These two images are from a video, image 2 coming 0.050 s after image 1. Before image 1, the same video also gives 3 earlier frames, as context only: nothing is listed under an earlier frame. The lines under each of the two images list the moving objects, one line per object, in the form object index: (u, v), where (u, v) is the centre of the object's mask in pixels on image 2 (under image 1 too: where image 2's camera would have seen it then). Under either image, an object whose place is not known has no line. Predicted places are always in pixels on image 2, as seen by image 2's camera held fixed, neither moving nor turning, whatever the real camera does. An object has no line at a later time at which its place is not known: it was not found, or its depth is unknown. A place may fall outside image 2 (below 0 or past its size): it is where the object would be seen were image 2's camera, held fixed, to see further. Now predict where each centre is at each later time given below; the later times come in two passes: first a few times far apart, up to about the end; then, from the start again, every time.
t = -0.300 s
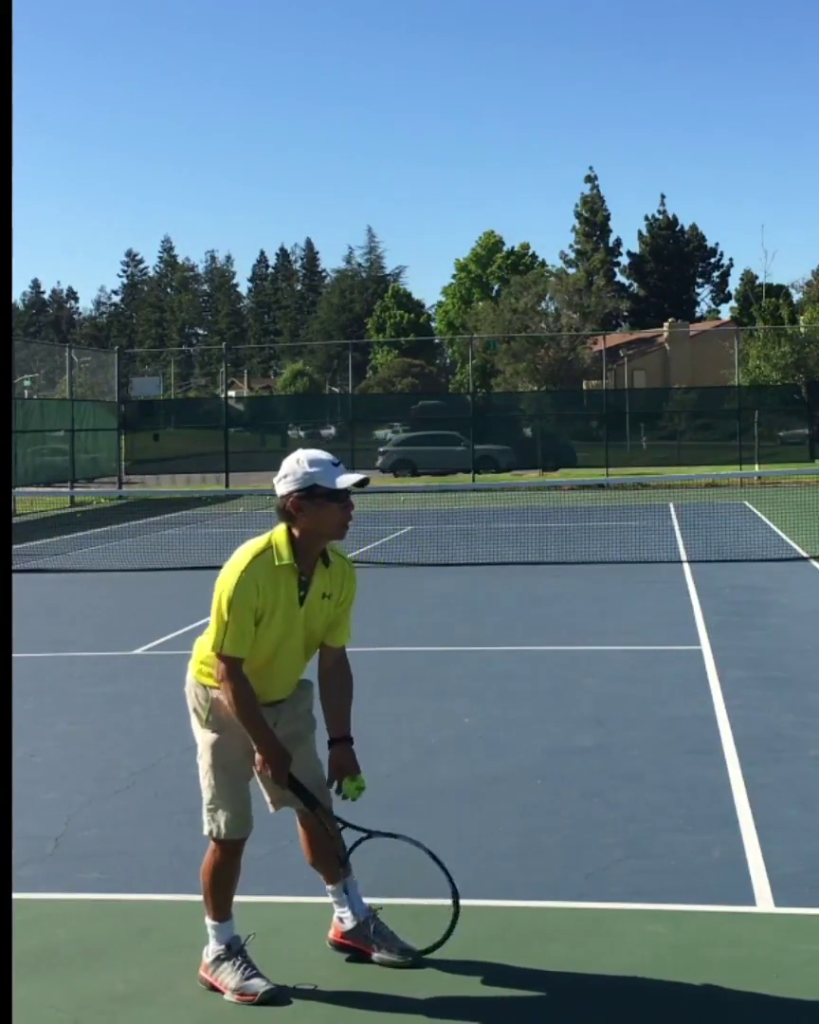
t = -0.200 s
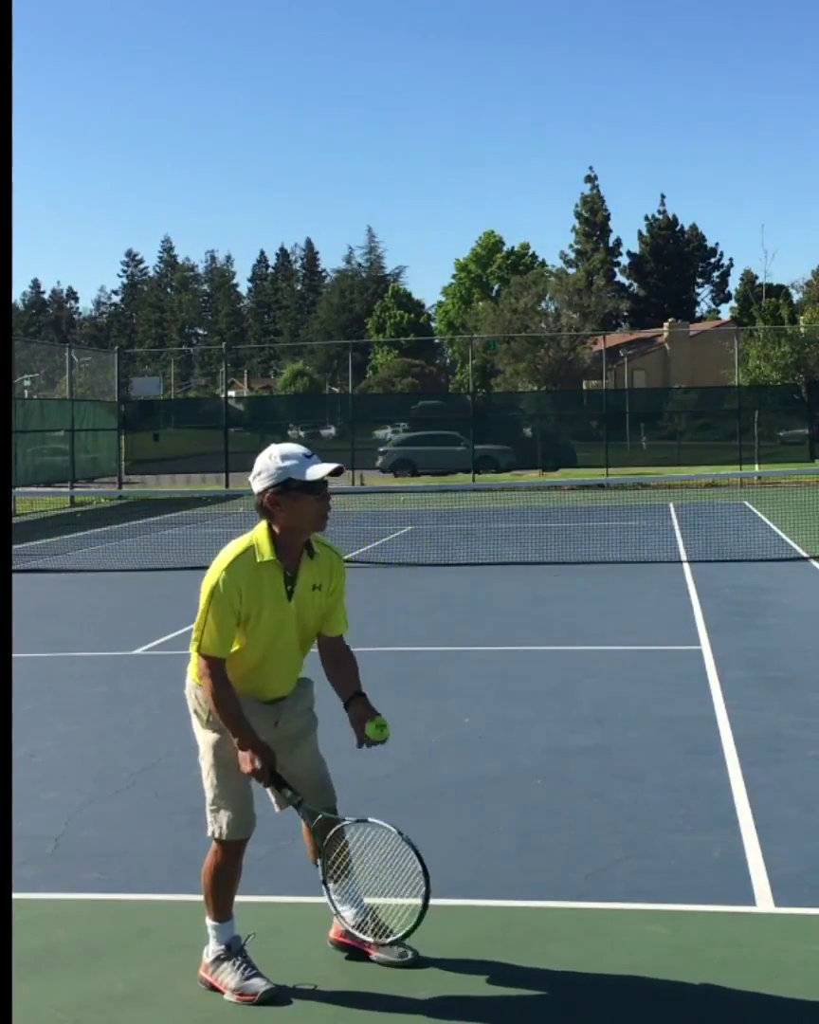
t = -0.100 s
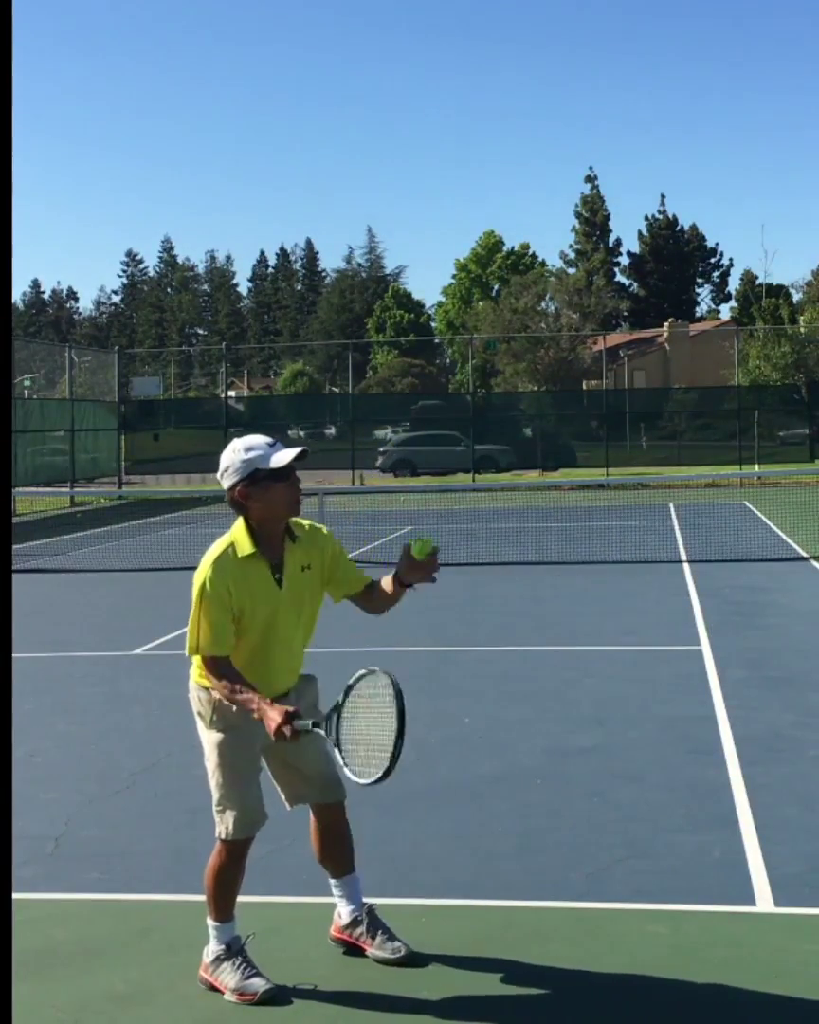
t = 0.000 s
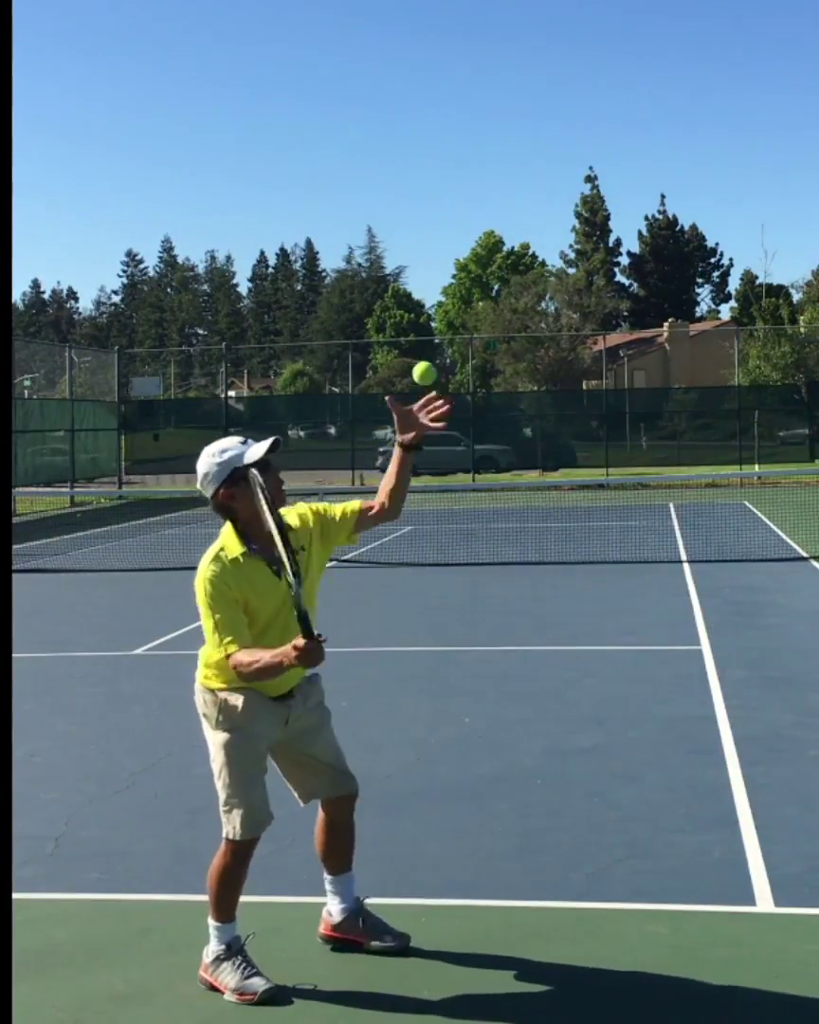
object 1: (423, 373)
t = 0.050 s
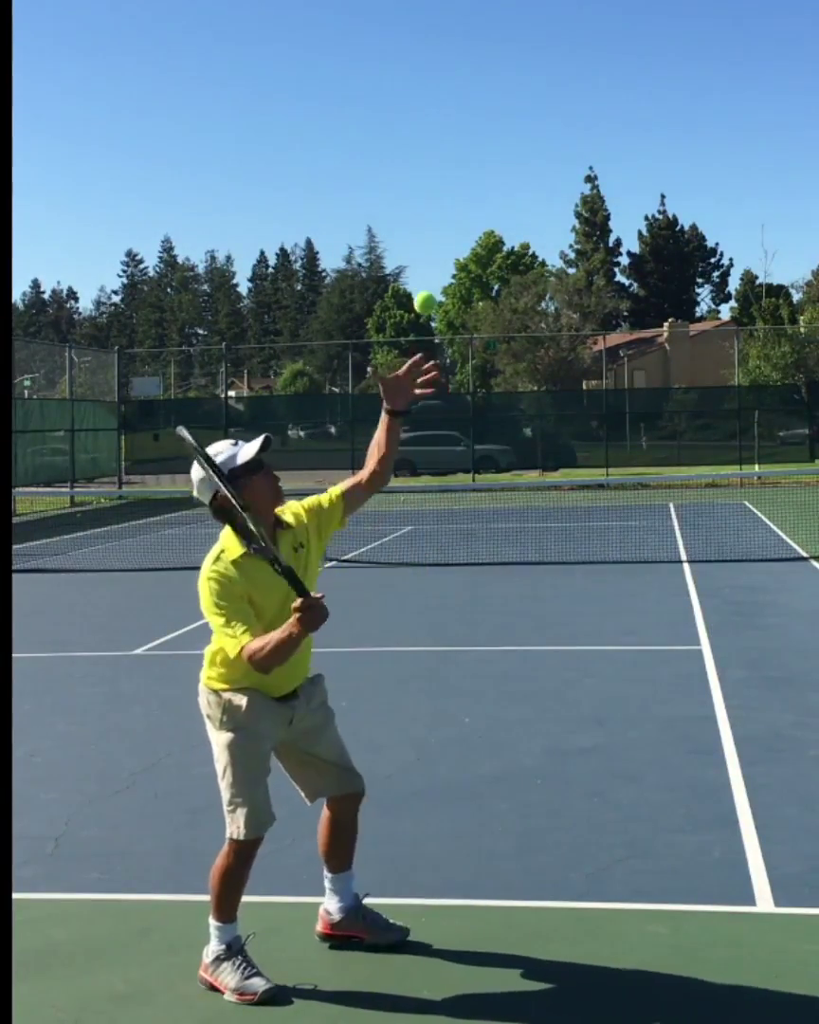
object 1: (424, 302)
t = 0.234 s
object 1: (426, 133)
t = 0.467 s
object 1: (431, 88)
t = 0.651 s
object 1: (436, 165)
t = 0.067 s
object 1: (425, 281)
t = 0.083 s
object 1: (425, 262)
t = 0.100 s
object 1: (425, 243)
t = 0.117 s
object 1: (425, 225)
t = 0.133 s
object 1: (425, 209)
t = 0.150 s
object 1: (425, 194)
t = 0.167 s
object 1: (426, 179)
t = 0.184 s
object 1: (426, 166)
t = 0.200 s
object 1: (426, 154)
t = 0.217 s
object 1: (426, 143)
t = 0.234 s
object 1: (426, 133)
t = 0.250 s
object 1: (427, 124)
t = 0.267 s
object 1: (427, 115)
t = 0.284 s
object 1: (427, 108)
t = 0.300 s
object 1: (427, 102)
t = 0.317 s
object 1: (426, 96)
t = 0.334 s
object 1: (427, 92)
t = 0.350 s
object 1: (428, 88)
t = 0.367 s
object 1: (428, 86)
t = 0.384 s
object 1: (429, 84)
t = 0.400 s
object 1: (429, 83)
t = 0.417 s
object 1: (430, 83)
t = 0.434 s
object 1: (430, 84)
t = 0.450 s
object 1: (430, 85)
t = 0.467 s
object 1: (431, 88)
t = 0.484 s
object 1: (431, 91)
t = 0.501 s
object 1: (432, 95)
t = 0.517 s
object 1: (432, 100)
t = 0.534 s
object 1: (433, 105)
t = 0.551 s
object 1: (433, 111)
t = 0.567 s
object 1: (434, 118)
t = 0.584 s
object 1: (434, 126)
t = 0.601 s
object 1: (435, 135)
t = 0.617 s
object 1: (435, 144)
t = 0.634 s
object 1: (436, 154)
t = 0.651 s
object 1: (436, 165)
